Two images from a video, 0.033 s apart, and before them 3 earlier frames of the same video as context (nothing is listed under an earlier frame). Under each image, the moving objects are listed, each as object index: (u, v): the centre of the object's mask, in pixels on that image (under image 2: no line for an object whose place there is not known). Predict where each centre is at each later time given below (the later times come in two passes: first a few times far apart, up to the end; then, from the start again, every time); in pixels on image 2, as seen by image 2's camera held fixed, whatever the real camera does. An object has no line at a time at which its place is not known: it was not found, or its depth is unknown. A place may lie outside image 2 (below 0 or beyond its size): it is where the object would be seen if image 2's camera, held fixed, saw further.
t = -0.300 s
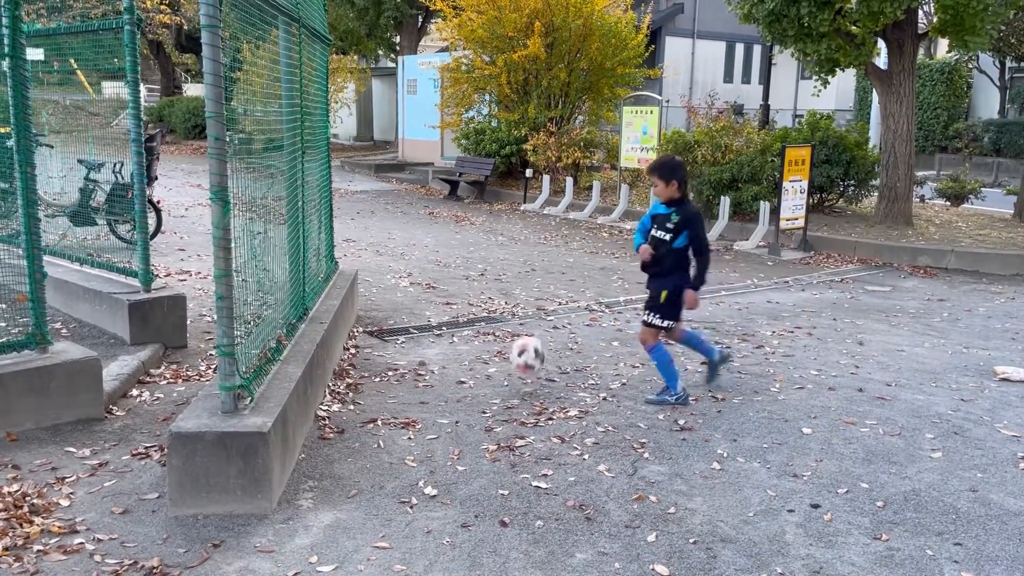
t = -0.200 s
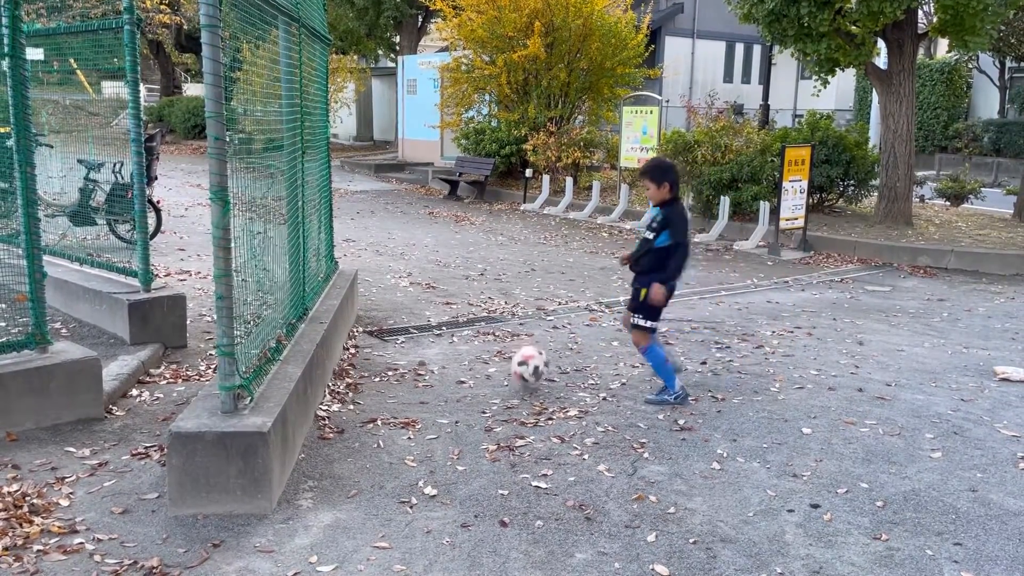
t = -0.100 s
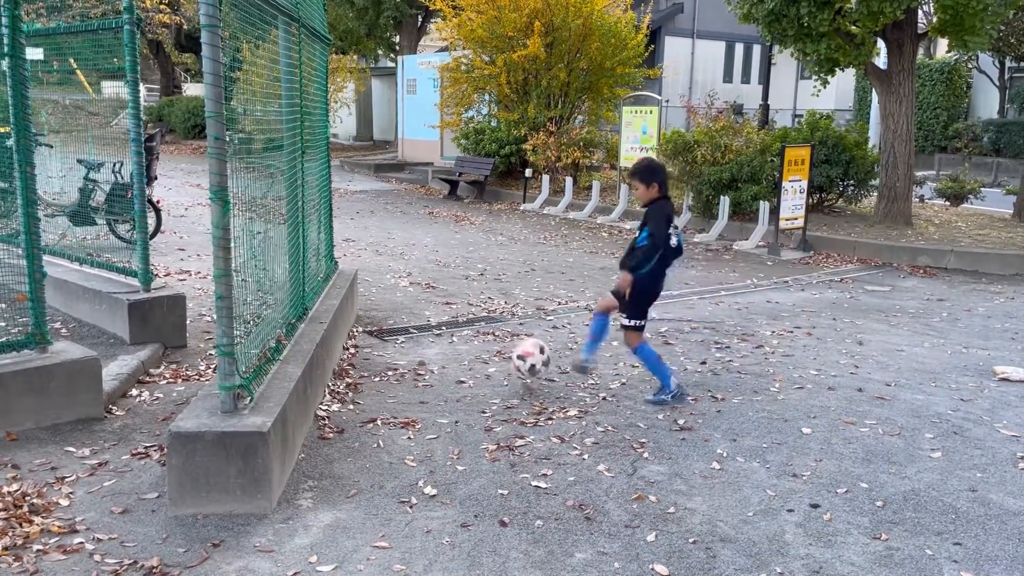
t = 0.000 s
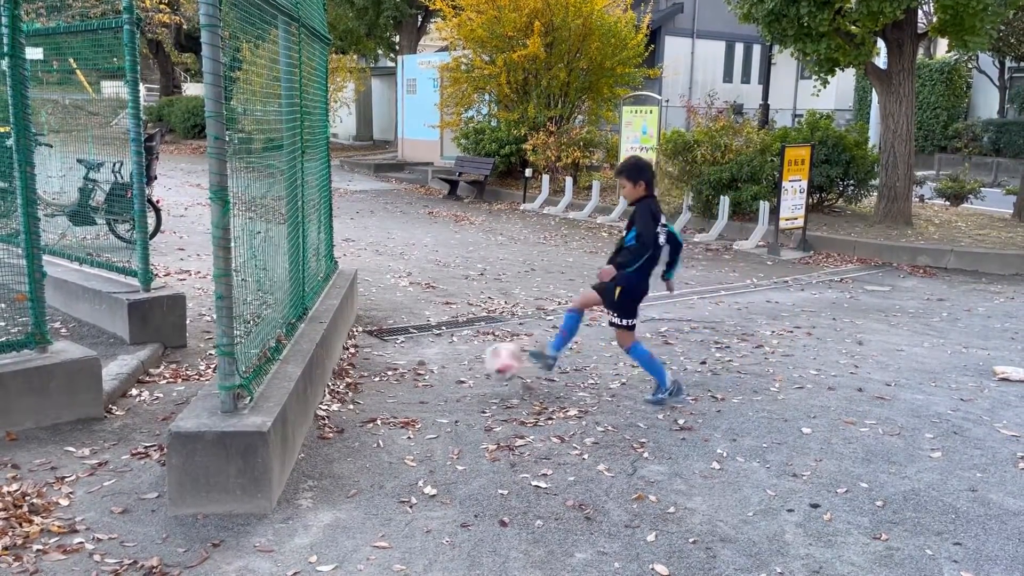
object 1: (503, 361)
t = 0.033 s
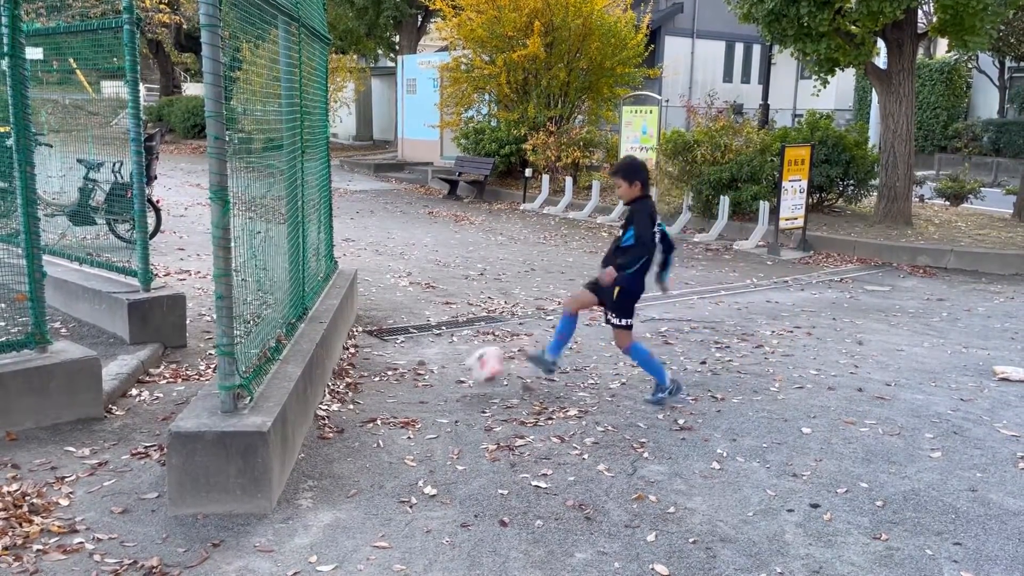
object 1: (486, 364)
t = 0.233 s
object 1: (414, 383)
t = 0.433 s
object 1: (348, 388)
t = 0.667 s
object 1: (385, 386)
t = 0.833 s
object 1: (401, 390)
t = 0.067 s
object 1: (470, 373)
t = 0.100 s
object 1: (457, 378)
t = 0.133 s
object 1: (446, 376)
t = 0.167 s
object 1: (435, 376)
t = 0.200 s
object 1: (425, 378)
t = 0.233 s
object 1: (414, 383)
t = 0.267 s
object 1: (403, 382)
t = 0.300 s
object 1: (393, 382)
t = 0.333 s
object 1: (381, 386)
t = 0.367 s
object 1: (370, 387)
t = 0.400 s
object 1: (359, 389)
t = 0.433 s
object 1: (348, 388)
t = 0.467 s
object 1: (340, 388)
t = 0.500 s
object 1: (349, 383)
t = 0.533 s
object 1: (358, 383)
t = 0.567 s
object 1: (367, 385)
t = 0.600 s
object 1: (376, 387)
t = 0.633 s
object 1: (382, 389)
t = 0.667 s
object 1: (385, 386)
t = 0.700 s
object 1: (388, 387)
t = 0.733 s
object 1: (391, 390)
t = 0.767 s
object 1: (394, 390)
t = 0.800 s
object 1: (398, 389)
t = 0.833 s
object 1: (401, 390)
